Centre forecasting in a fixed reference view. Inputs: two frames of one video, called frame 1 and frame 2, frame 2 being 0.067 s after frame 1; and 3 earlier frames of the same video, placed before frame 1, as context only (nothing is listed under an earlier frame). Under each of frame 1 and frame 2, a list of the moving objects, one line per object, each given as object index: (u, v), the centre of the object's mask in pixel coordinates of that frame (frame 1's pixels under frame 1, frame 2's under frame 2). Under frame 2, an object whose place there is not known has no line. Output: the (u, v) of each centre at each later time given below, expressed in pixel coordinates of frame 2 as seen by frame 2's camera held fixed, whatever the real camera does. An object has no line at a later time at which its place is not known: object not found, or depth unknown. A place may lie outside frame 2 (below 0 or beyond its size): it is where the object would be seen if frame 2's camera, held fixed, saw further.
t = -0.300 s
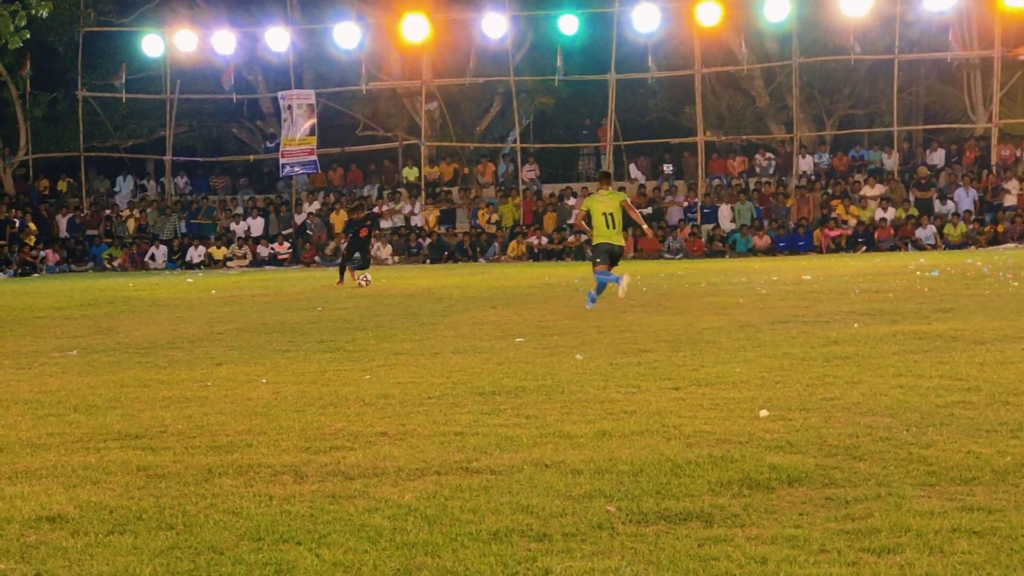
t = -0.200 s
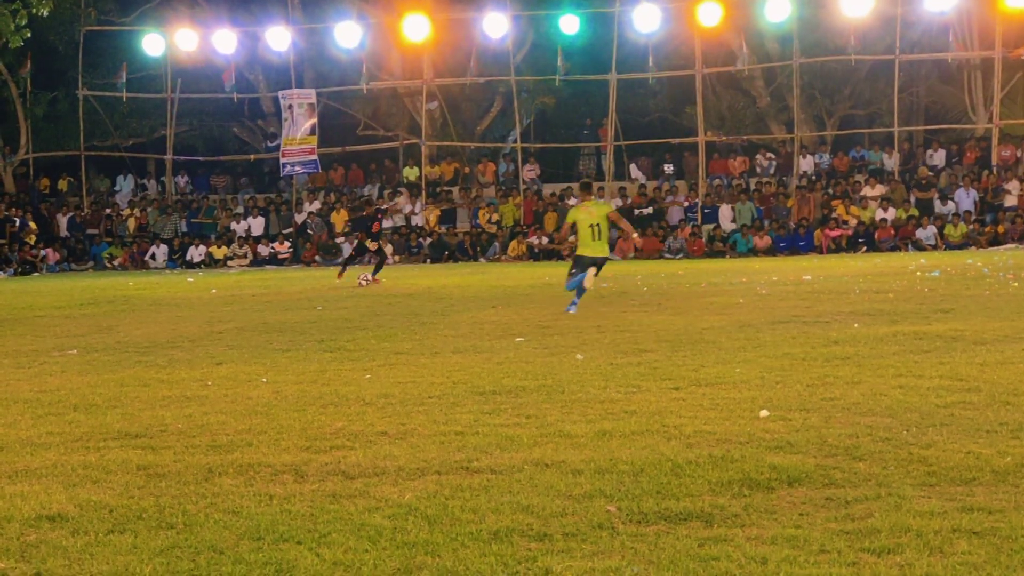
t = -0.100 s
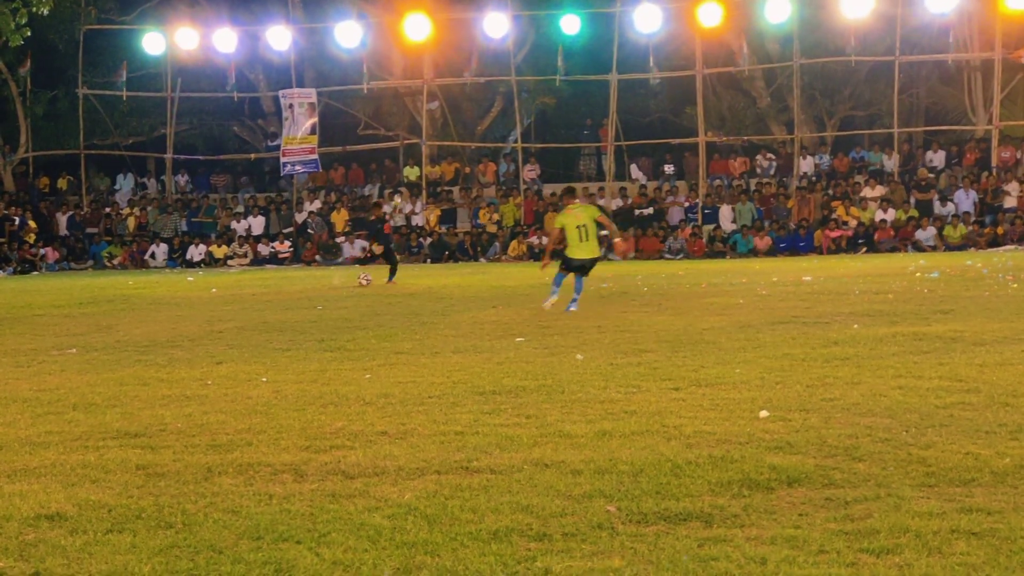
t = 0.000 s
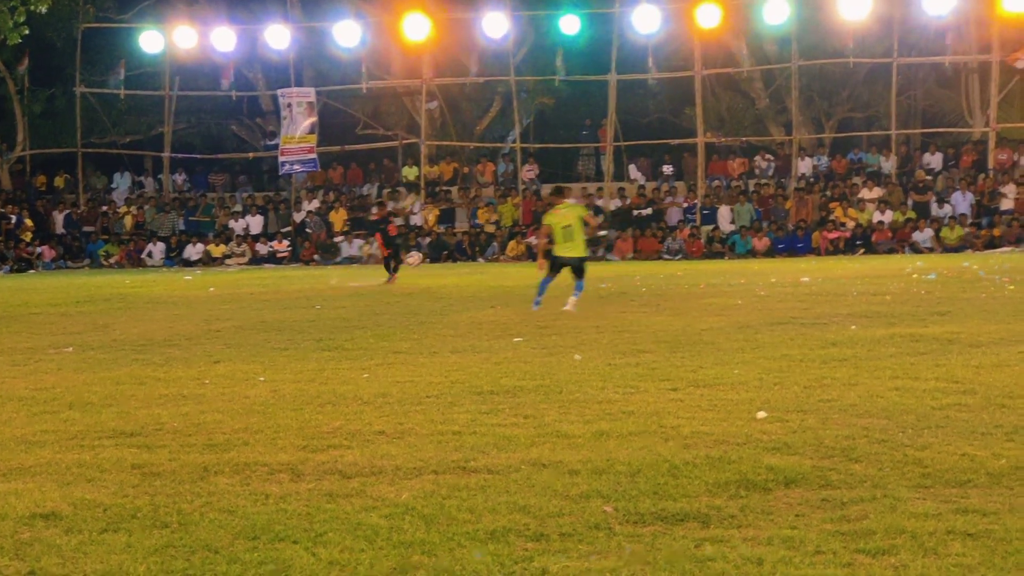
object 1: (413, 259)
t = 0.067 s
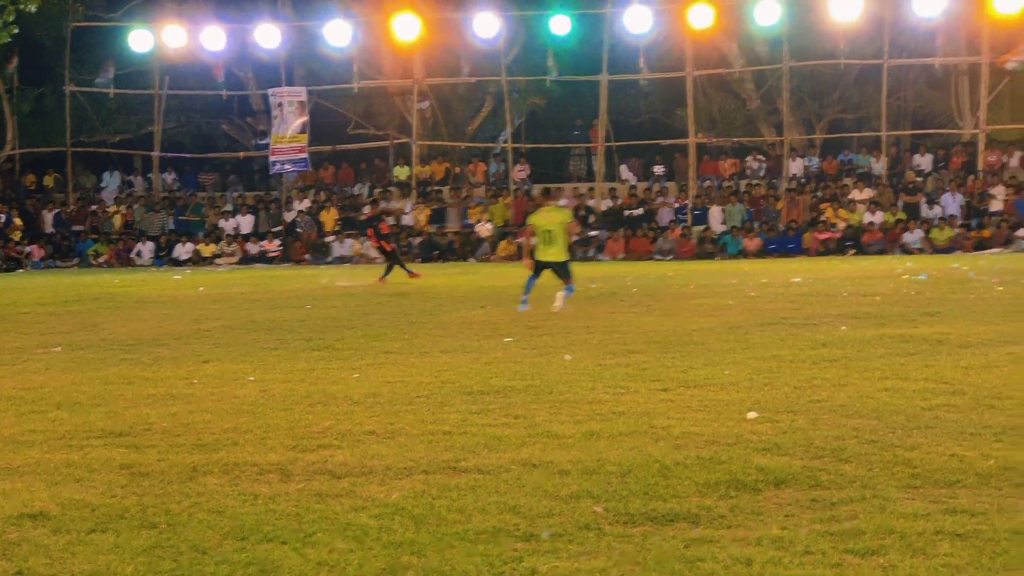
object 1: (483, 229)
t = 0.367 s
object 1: (909, 79)
